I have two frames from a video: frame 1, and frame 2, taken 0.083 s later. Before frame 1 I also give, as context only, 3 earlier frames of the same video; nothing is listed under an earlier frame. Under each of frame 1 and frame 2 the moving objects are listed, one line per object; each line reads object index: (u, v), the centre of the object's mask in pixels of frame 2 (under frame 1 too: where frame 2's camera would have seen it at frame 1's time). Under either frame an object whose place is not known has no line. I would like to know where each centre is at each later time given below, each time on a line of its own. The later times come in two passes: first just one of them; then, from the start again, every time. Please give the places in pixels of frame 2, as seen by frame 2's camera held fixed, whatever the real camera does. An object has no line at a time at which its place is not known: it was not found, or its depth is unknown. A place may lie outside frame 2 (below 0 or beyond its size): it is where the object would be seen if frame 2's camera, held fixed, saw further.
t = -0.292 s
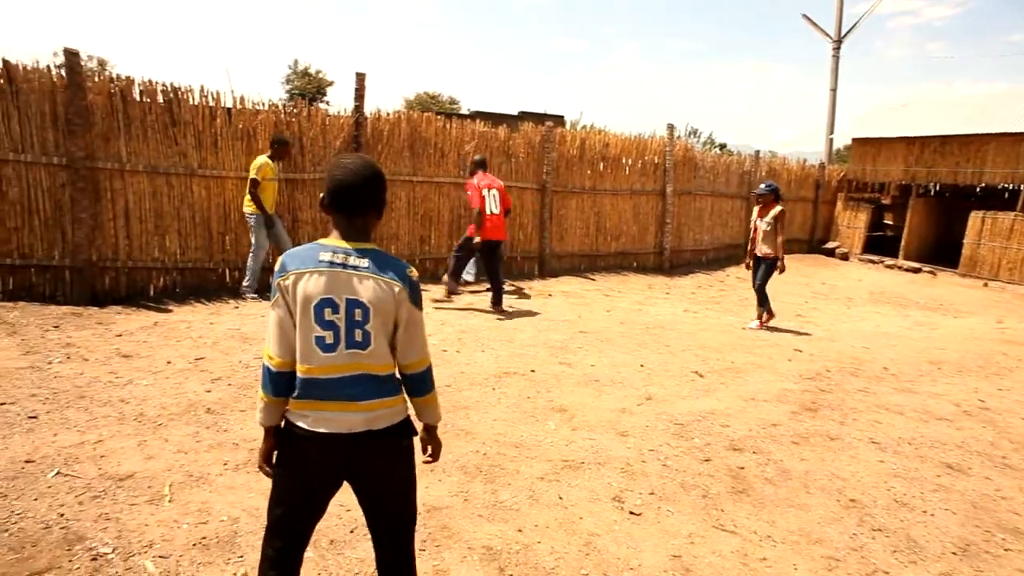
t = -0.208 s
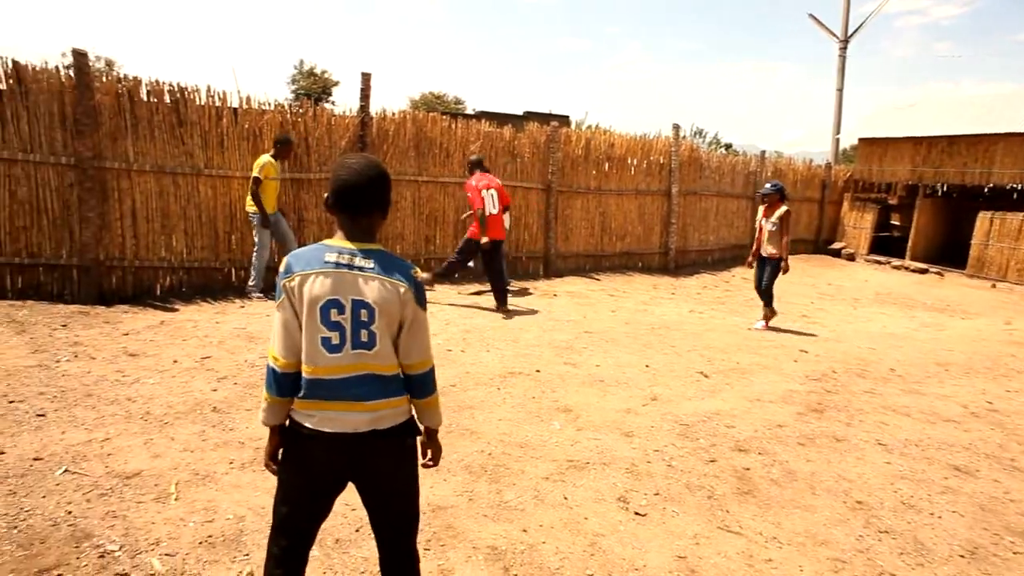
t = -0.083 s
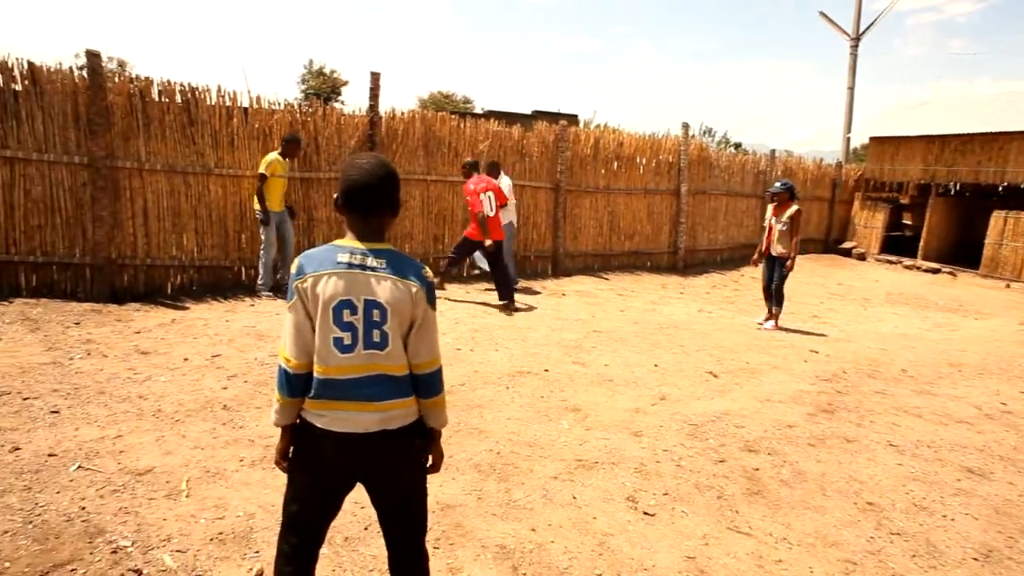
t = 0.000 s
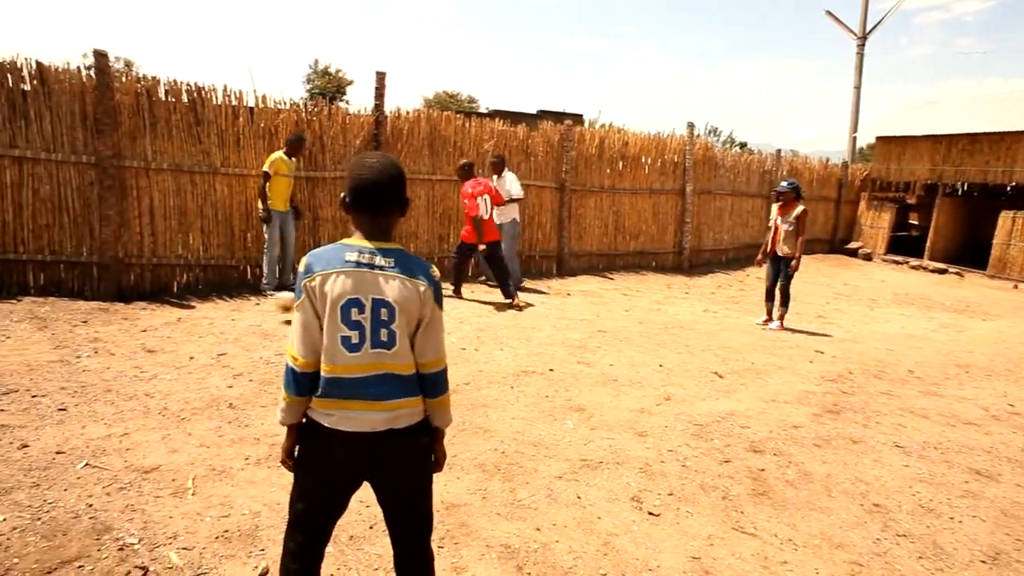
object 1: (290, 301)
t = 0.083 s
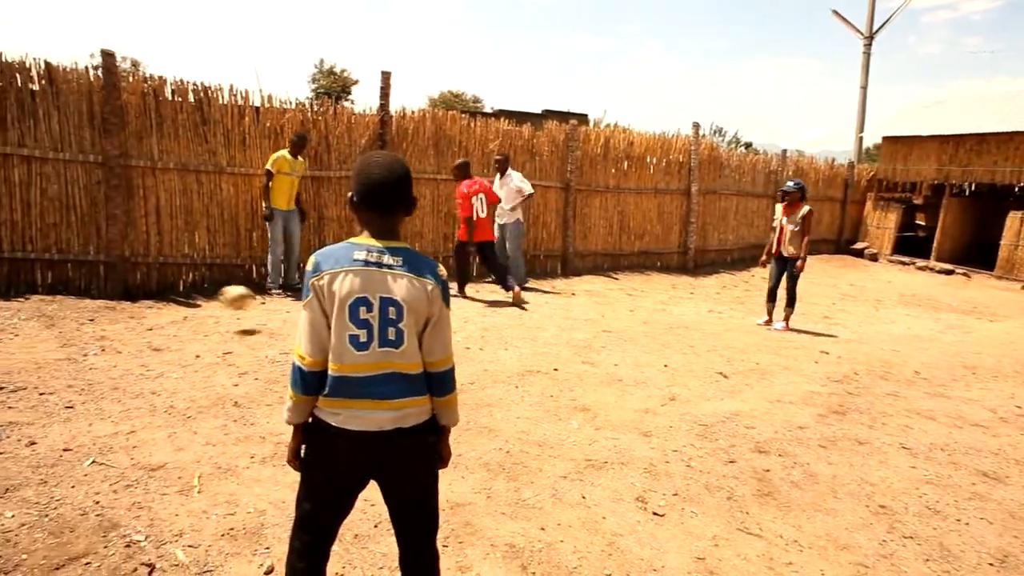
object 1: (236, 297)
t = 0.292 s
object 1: (53, 331)
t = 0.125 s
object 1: (204, 297)
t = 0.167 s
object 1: (171, 301)
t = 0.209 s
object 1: (135, 307)
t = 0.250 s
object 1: (97, 318)
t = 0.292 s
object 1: (53, 331)
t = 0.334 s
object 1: (2, 349)
